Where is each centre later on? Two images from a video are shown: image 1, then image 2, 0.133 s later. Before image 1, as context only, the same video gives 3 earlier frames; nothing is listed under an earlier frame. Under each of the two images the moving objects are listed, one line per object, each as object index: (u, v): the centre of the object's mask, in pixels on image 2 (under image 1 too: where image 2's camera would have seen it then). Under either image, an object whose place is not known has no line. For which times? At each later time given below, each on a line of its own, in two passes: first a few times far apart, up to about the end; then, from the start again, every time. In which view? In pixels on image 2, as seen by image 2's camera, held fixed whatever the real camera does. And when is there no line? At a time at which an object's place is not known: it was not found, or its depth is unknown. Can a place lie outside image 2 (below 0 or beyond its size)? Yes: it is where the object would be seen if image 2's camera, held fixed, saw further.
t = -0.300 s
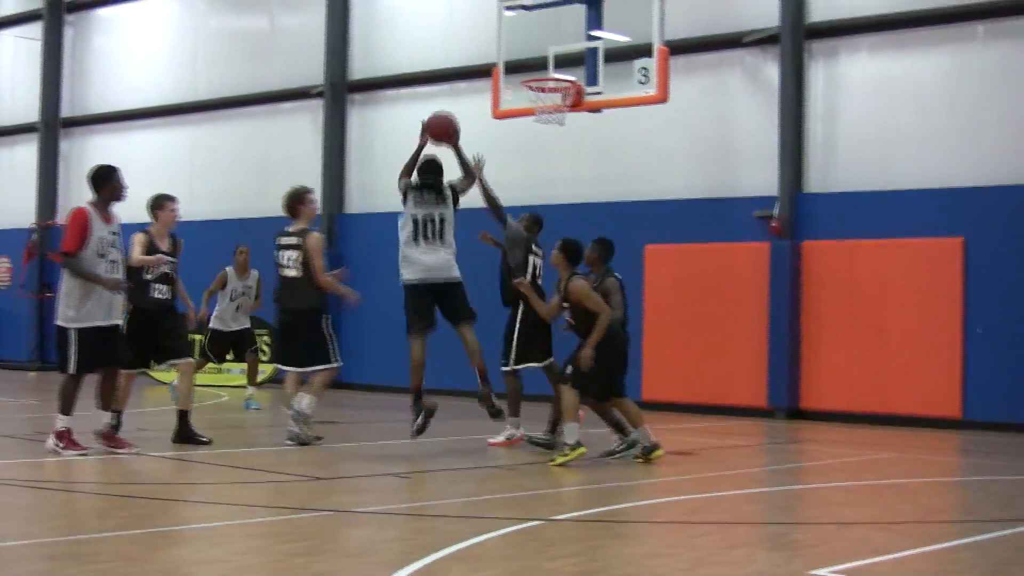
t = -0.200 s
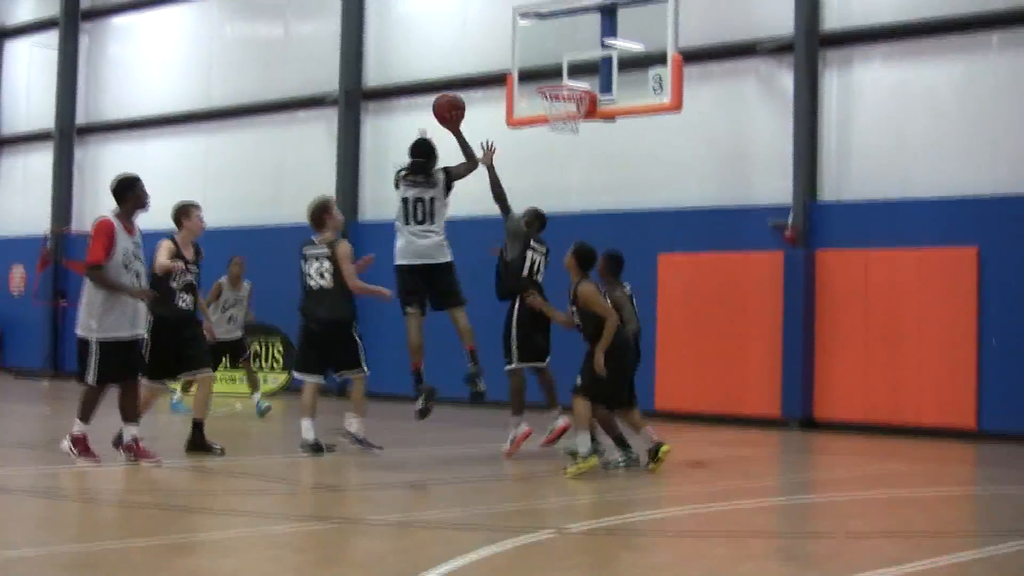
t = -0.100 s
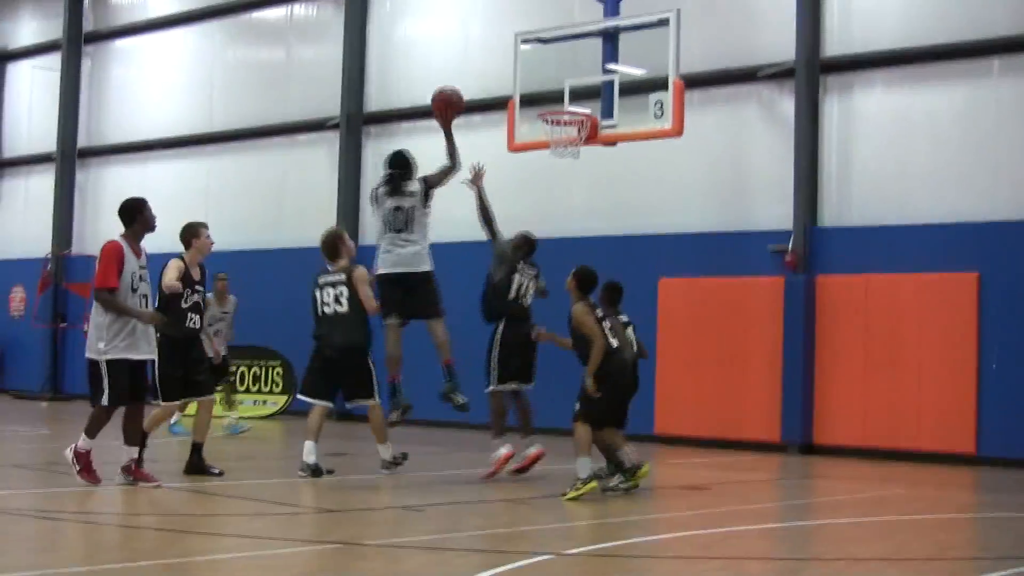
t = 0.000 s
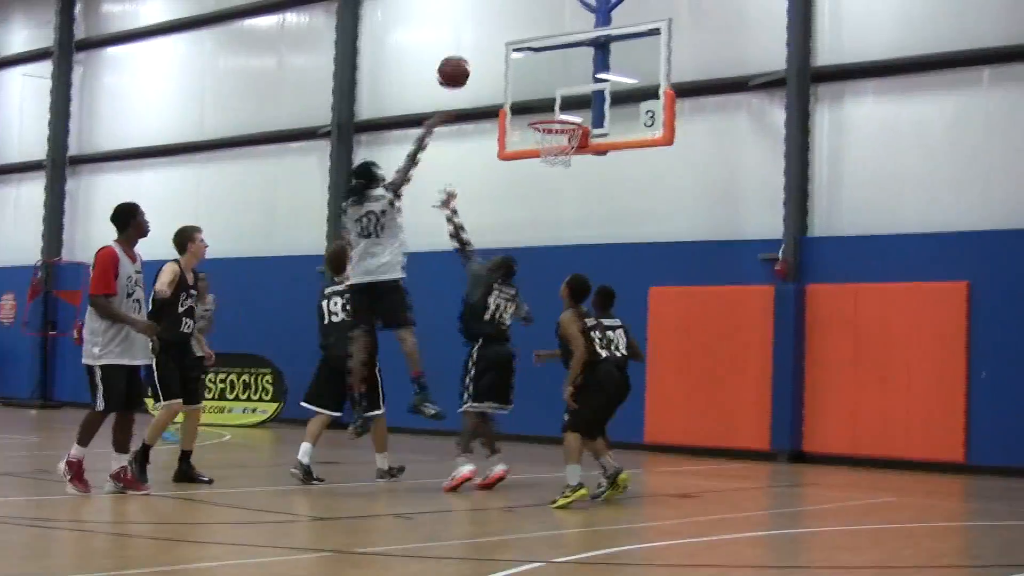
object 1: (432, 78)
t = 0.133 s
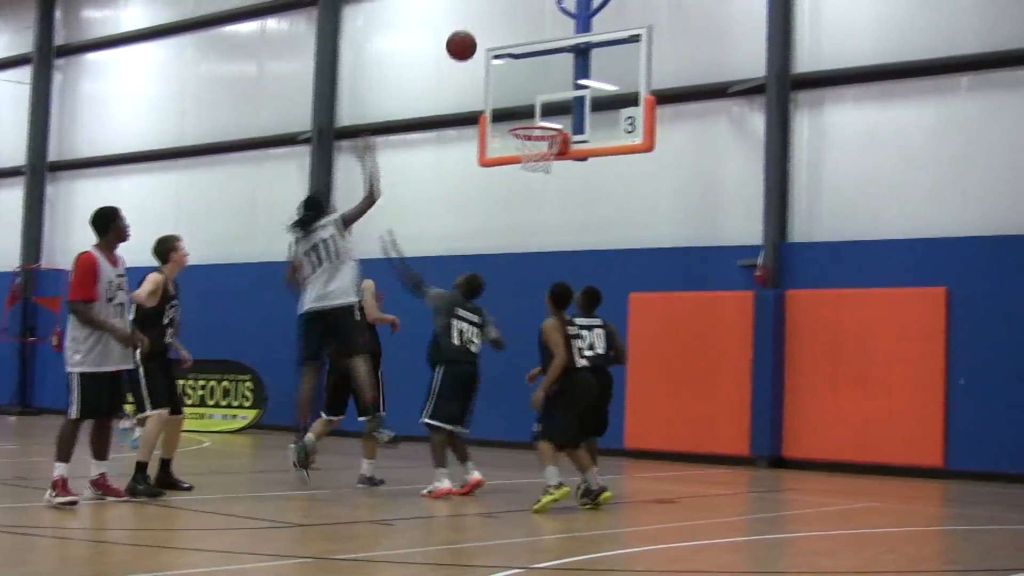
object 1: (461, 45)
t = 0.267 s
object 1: (485, 36)
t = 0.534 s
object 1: (527, 76)
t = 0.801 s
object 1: (548, 108)
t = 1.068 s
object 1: (532, 120)
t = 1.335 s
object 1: (529, 142)
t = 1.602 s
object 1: (546, 162)
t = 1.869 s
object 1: (541, 214)
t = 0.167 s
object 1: (467, 41)
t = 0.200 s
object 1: (473, 38)
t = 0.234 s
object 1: (479, 36)
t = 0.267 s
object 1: (485, 36)
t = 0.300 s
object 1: (490, 37)
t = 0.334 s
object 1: (496, 39)
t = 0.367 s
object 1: (501, 42)
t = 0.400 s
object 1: (507, 47)
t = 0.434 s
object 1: (512, 52)
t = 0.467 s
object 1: (517, 59)
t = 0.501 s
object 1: (522, 68)
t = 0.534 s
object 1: (527, 76)
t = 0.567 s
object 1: (531, 86)
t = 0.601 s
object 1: (536, 97)
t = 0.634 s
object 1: (542, 110)
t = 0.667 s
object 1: (544, 113)
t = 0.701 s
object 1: (545, 110)
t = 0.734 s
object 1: (546, 108)
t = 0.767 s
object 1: (547, 108)
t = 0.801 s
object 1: (548, 108)
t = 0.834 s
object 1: (548, 109)
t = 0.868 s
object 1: (549, 112)
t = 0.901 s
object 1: (550, 115)
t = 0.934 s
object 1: (549, 117)
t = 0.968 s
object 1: (545, 118)
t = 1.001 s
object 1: (540, 118)
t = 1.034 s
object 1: (536, 119)
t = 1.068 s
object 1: (532, 120)
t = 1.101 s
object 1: (528, 121)
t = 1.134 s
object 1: (524, 122)
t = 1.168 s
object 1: (522, 123)
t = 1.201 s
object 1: (522, 132)
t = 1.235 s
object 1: (522, 133)
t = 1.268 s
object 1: (525, 136)
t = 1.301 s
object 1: (527, 139)
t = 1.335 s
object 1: (529, 142)
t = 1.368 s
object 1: (531, 145)
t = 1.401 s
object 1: (534, 146)
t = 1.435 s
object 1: (536, 145)
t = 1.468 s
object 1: (538, 151)
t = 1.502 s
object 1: (541, 153)
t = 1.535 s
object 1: (545, 155)
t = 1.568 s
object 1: (545, 160)
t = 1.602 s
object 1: (546, 162)
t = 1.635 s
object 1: (546, 173)
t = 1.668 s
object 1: (546, 175)
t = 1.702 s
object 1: (546, 176)
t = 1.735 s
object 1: (545, 180)
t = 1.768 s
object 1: (544, 187)
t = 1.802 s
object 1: (543, 194)
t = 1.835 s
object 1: (542, 203)
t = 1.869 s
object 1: (541, 214)
